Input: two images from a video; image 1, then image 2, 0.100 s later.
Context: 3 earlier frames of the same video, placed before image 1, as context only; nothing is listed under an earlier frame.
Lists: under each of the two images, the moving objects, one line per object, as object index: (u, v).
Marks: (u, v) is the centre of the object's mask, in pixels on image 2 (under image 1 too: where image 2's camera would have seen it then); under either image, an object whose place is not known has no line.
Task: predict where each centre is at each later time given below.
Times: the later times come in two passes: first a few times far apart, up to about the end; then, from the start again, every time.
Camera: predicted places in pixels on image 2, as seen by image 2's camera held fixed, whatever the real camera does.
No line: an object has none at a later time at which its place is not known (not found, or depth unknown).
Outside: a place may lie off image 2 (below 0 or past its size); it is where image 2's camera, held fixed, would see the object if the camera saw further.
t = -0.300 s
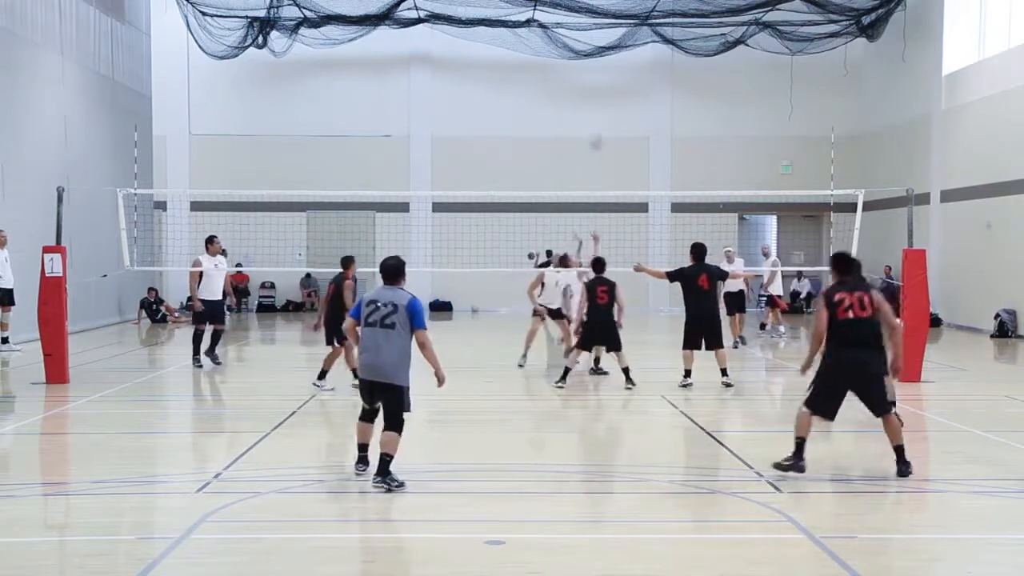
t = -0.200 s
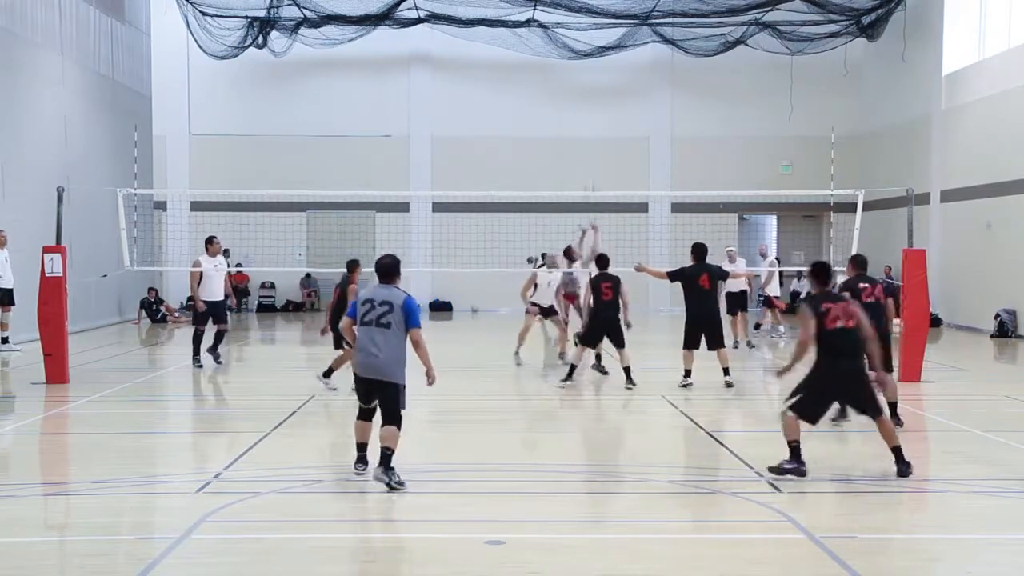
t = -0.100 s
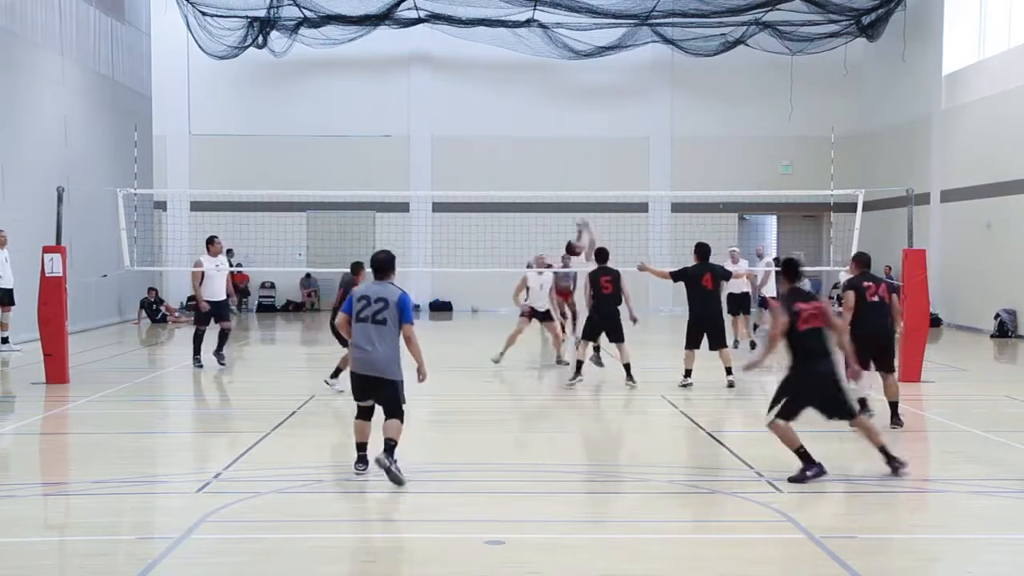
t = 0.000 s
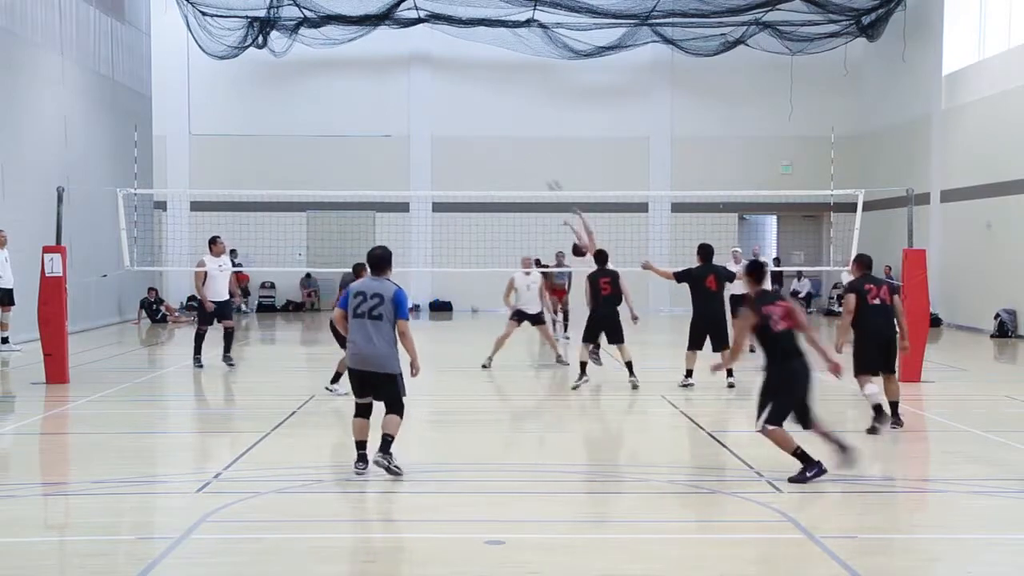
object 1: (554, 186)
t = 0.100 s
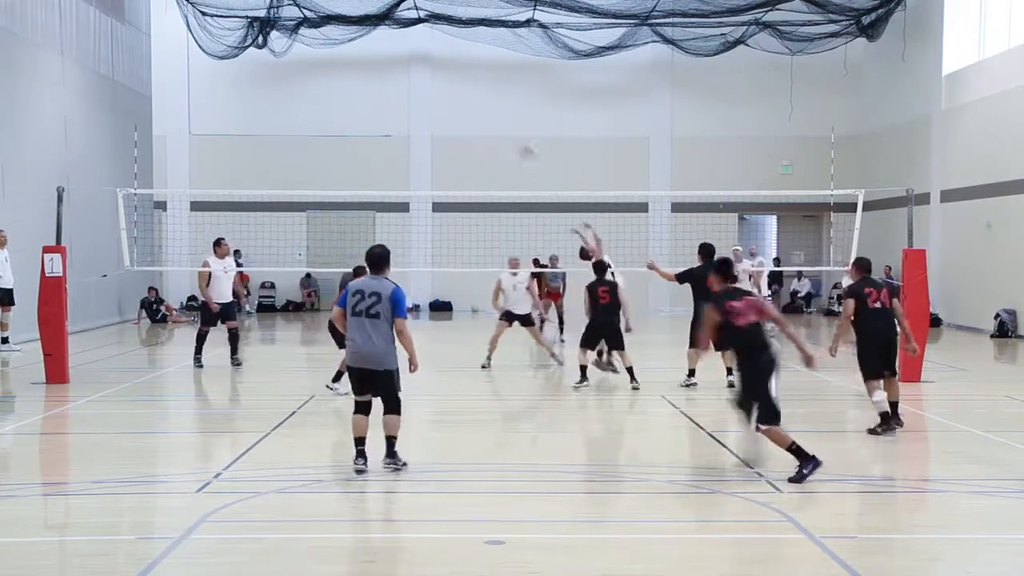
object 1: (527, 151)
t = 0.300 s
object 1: (470, 104)
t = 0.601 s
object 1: (386, 88)
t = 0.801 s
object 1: (333, 117)
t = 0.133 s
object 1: (517, 142)
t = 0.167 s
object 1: (506, 133)
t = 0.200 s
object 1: (497, 125)
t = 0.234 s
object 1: (489, 116)
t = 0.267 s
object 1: (480, 110)
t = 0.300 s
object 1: (470, 104)
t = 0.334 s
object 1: (460, 98)
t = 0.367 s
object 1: (451, 95)
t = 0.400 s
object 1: (442, 92)
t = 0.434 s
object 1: (432, 90)
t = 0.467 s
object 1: (423, 87)
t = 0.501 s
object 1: (414, 87)
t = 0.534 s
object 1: (404, 86)
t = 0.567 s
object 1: (395, 86)
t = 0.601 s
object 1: (386, 88)
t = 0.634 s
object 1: (377, 91)
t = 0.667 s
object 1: (368, 94)
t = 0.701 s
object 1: (359, 98)
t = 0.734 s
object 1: (351, 103)
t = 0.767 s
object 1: (342, 110)
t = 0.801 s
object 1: (333, 117)
